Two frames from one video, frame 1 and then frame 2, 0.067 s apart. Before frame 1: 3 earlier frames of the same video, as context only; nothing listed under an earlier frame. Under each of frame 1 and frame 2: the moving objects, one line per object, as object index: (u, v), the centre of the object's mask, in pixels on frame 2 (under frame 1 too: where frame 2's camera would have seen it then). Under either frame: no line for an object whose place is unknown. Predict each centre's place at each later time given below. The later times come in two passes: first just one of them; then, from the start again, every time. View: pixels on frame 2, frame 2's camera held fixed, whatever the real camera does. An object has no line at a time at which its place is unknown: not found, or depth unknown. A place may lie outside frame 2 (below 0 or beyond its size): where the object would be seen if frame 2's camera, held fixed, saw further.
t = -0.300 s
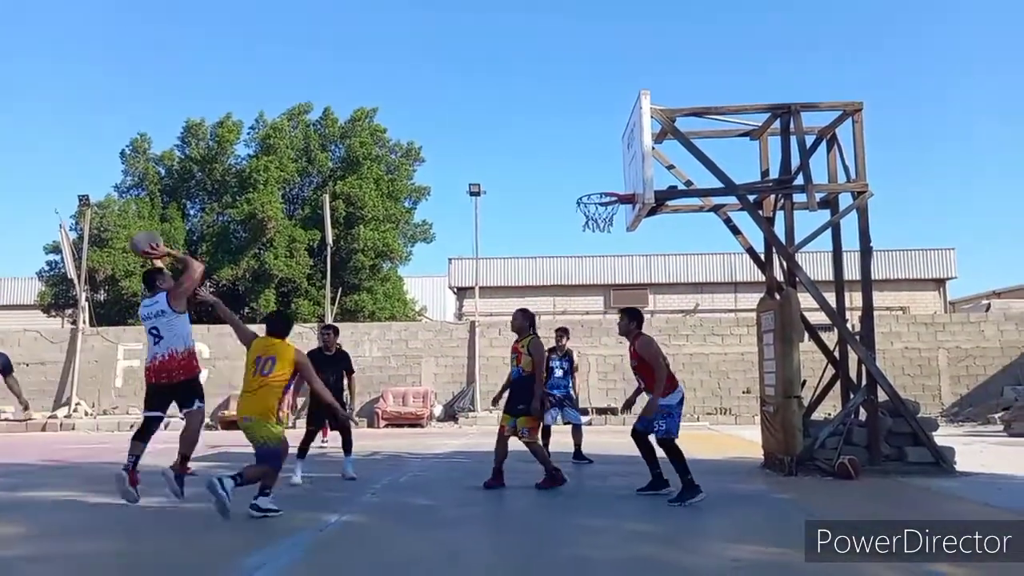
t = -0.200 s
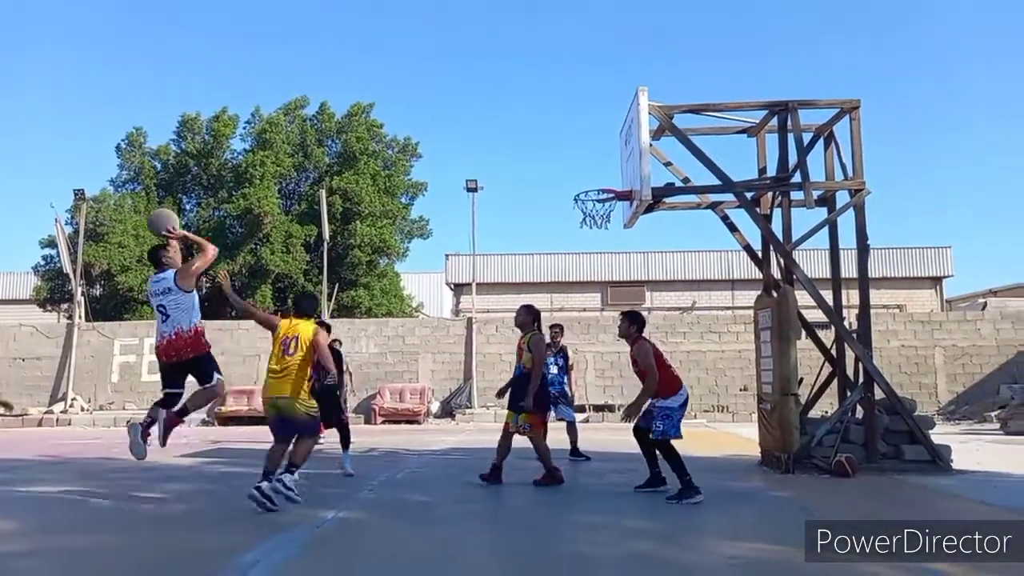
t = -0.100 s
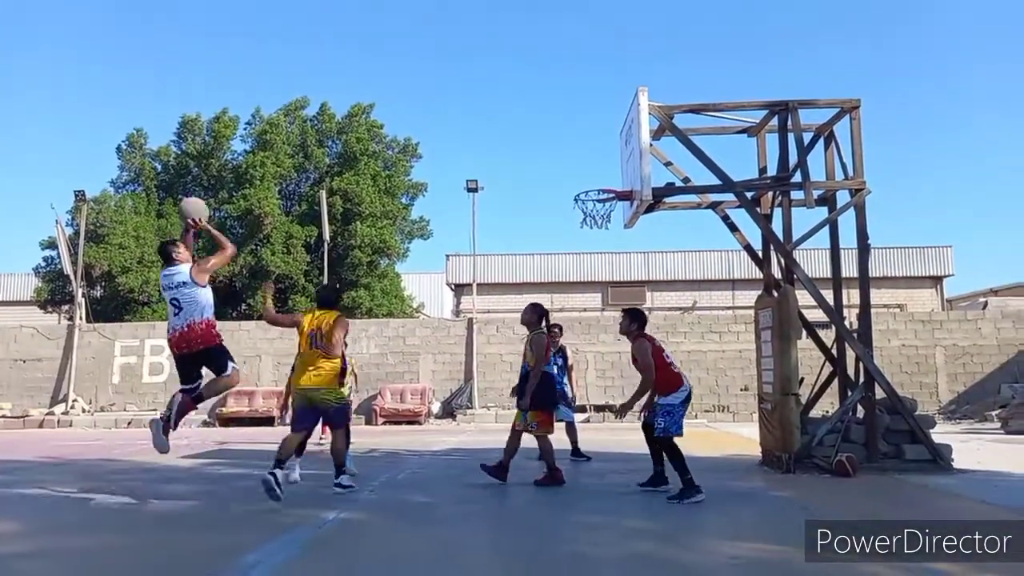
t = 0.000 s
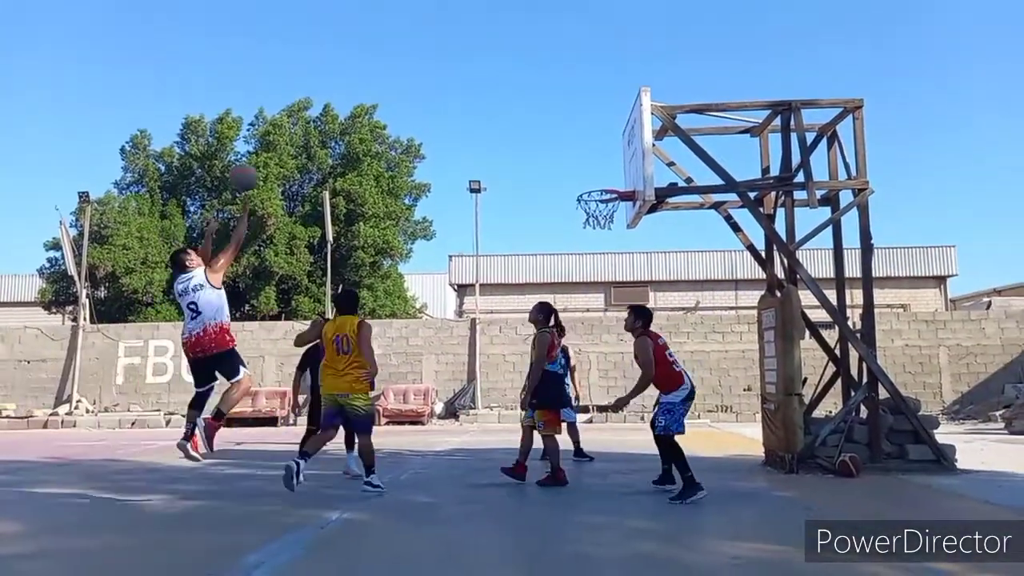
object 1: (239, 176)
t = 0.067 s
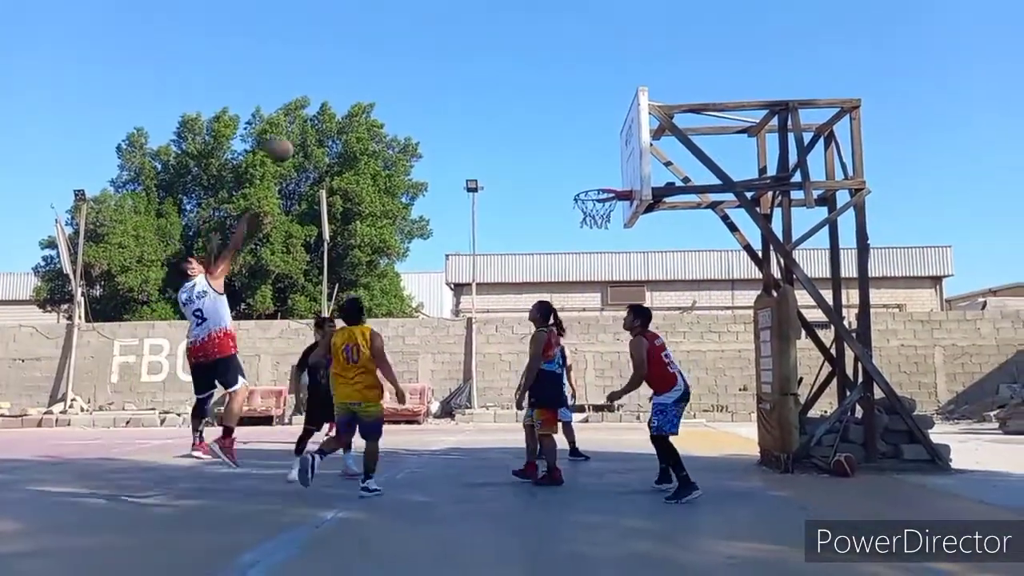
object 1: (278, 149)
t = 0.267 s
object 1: (378, 104)
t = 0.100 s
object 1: (298, 138)
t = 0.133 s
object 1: (314, 128)
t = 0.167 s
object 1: (333, 119)
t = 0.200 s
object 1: (350, 114)
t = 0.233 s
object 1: (362, 108)
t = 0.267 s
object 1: (378, 104)
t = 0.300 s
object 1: (393, 101)
